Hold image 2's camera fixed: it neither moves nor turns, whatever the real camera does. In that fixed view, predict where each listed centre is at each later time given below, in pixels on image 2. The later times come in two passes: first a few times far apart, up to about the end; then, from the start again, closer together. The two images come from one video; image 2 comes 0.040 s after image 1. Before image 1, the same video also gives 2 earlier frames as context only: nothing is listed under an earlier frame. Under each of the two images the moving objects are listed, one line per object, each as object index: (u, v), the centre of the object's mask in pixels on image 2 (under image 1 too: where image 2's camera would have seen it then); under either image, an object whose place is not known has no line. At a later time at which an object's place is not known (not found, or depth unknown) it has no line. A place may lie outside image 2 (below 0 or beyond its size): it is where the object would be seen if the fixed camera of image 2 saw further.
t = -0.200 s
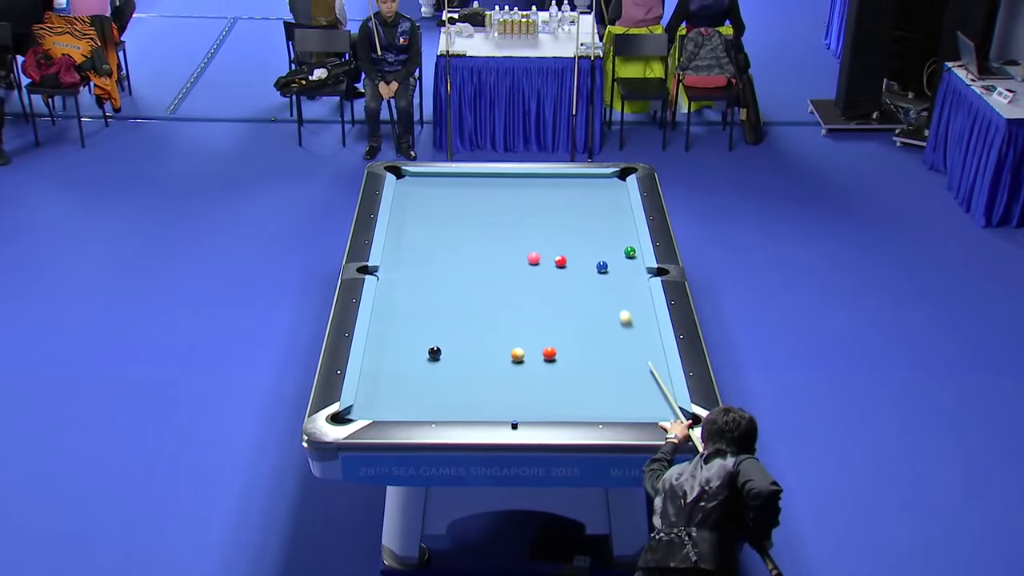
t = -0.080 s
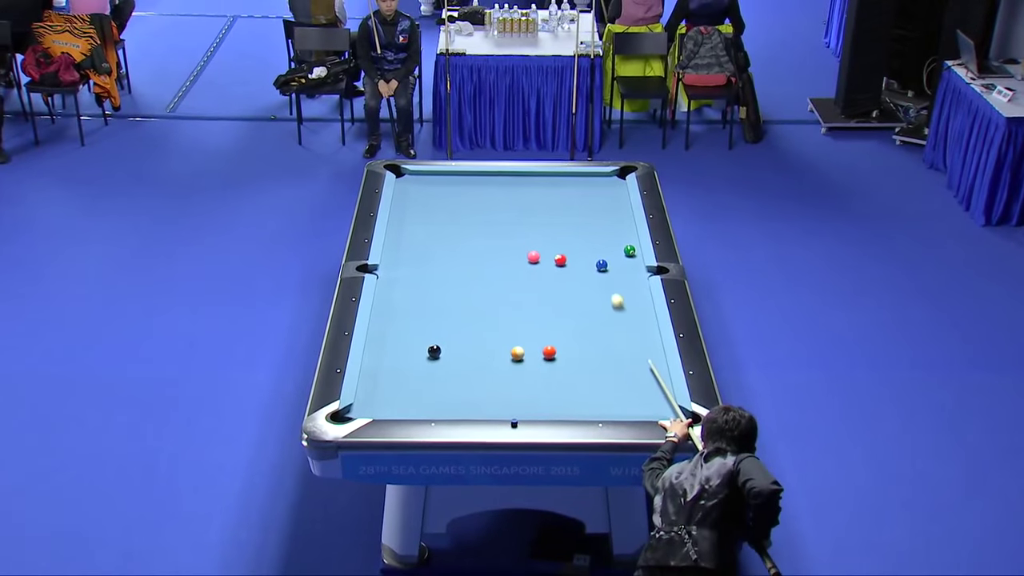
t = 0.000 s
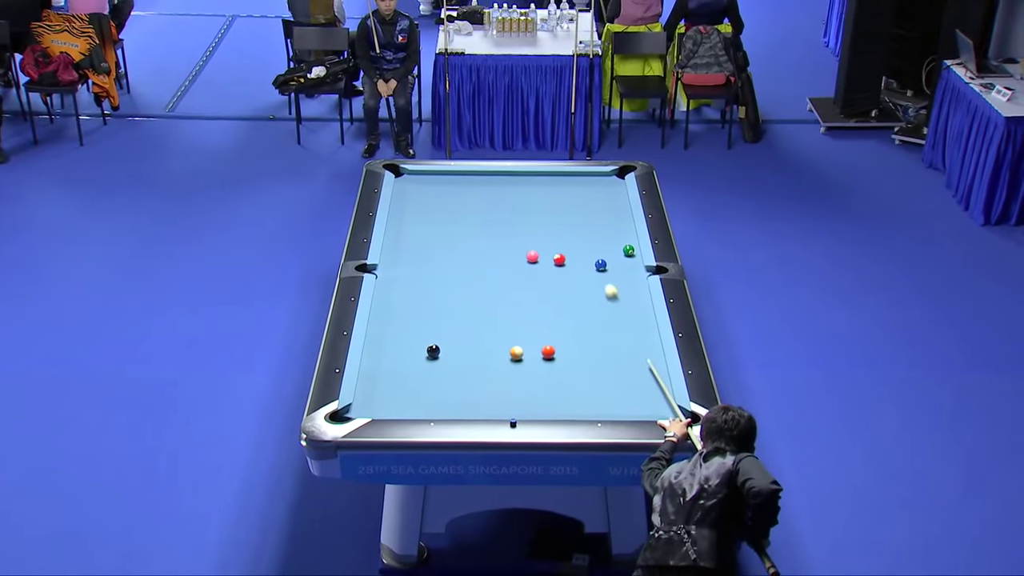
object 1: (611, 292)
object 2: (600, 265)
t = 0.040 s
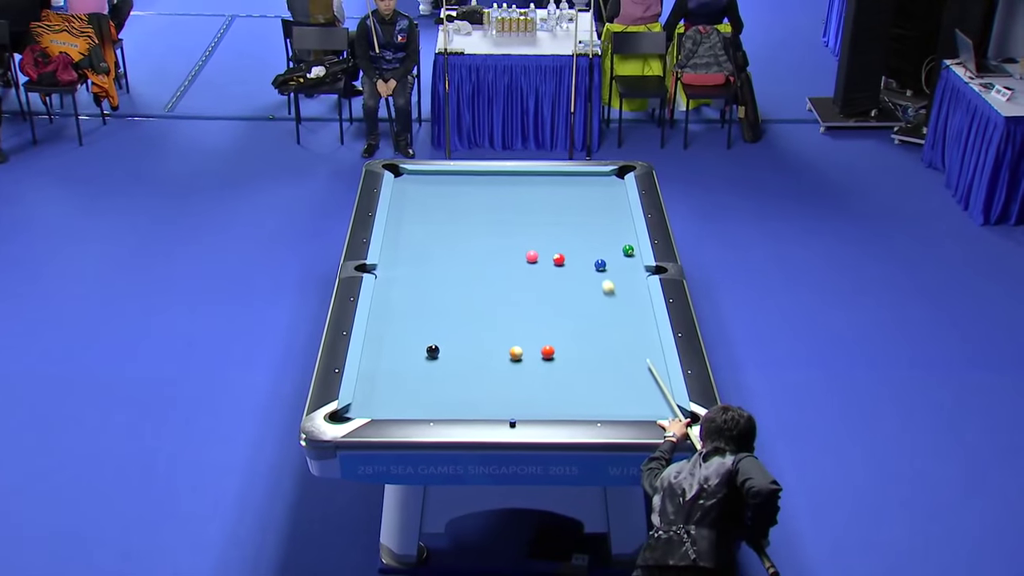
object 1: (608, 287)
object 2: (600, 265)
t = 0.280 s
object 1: (594, 269)
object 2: (601, 258)
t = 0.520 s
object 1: (581, 267)
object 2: (605, 239)
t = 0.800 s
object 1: (567, 265)
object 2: (608, 222)
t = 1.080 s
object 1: (555, 265)
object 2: (610, 207)
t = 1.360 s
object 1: (544, 265)
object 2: (613, 193)
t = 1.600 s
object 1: (535, 266)
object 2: (615, 182)
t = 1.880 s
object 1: (524, 266)
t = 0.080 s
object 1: (606, 283)
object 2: (600, 265)
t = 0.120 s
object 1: (603, 279)
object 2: (600, 264)
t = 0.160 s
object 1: (601, 275)
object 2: (600, 263)
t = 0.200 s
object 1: (599, 271)
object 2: (601, 262)
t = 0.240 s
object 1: (596, 269)
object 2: (601, 260)
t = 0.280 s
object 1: (594, 269)
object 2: (601, 258)
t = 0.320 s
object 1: (591, 269)
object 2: (602, 255)
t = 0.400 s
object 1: (587, 268)
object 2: (603, 248)
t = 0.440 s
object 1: (585, 268)
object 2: (603, 245)
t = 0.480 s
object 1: (583, 267)
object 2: (604, 242)
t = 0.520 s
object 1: (581, 267)
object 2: (605, 239)
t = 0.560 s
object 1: (578, 267)
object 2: (605, 237)
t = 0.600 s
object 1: (577, 266)
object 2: (606, 234)
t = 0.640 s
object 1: (575, 266)
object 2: (606, 231)
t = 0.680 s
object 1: (573, 266)
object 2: (607, 229)
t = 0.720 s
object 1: (571, 265)
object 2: (607, 226)
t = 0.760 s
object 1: (569, 265)
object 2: (608, 224)
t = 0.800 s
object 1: (567, 265)
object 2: (608, 222)
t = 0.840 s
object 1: (565, 265)
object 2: (608, 219)
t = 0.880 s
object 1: (563, 265)
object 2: (609, 217)
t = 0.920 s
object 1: (561, 265)
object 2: (609, 214)
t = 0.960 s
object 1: (560, 265)
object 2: (609, 213)
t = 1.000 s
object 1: (558, 265)
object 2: (610, 211)
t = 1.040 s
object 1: (557, 265)
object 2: (610, 208)
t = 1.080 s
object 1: (555, 265)
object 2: (610, 207)
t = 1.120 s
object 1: (553, 265)
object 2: (611, 205)
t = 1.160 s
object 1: (551, 265)
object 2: (611, 203)
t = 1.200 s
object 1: (550, 265)
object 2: (611, 200)
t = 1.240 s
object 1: (548, 265)
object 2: (612, 199)
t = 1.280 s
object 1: (547, 265)
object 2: (612, 197)
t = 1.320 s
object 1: (545, 265)
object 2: (612, 195)
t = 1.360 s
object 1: (544, 265)
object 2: (613, 193)
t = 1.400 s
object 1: (543, 266)
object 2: (613, 191)
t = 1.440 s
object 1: (541, 266)
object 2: (613, 189)
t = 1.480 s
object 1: (540, 266)
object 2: (614, 187)
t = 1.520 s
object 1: (538, 266)
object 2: (614, 185)
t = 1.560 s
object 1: (536, 266)
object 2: (614, 183)
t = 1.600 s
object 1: (535, 266)
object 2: (615, 182)
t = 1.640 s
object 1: (533, 266)
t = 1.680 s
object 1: (532, 266)
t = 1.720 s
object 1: (530, 266)
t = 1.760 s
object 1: (529, 266)
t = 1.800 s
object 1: (527, 266)
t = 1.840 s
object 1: (526, 266)
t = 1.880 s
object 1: (524, 266)
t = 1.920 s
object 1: (523, 266)
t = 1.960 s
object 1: (521, 266)
